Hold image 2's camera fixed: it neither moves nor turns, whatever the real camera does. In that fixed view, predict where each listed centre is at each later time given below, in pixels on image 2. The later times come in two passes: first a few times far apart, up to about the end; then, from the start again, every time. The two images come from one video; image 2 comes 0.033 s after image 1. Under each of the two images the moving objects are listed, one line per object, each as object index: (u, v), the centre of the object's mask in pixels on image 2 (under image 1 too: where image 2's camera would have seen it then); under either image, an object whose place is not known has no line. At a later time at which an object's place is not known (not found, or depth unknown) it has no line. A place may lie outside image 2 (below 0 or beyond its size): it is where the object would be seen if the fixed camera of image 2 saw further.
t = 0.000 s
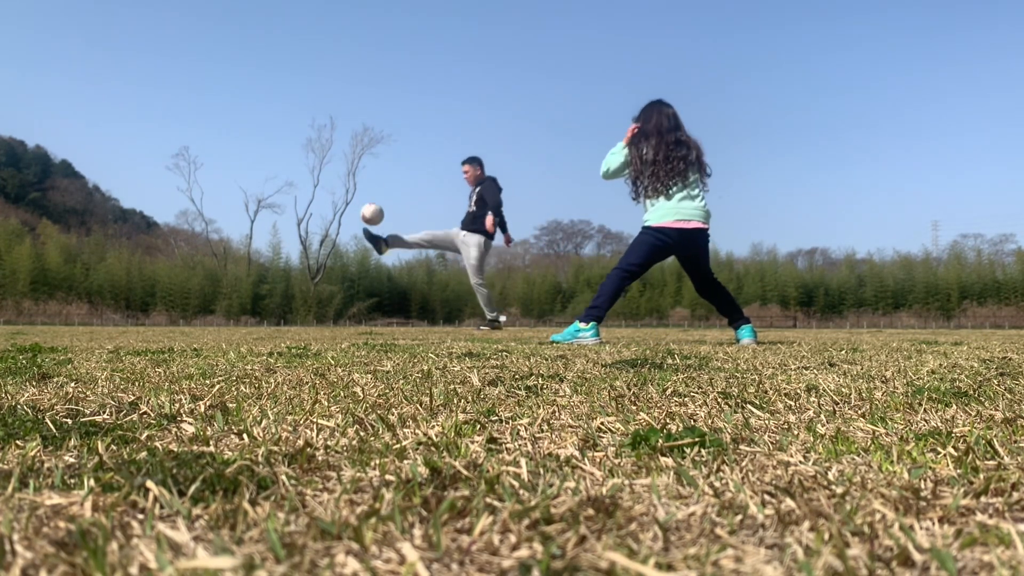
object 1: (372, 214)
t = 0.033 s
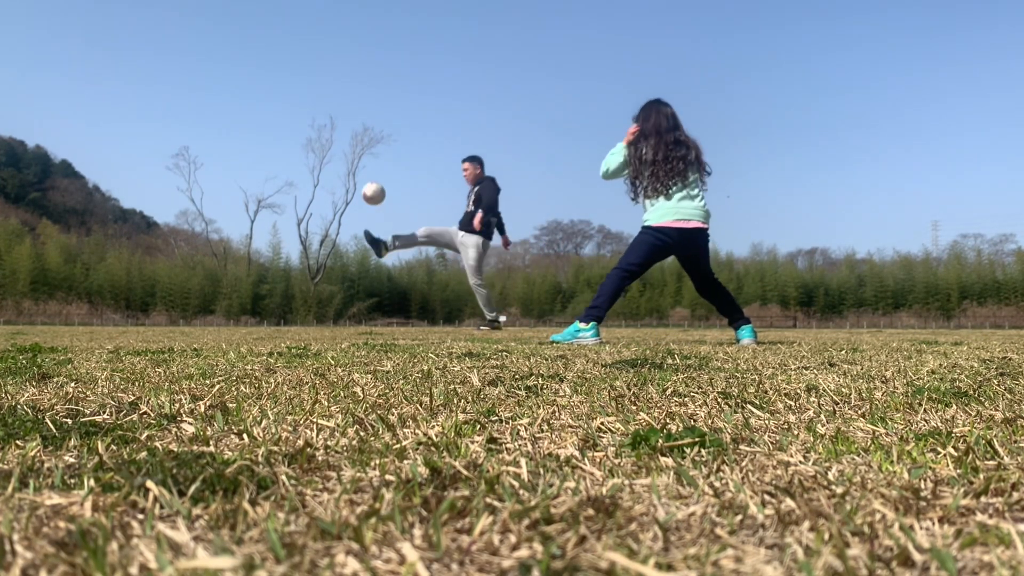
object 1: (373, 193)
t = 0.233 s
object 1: (382, 93)
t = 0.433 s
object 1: (390, 37)
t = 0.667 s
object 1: (399, 29)
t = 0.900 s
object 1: (409, 86)
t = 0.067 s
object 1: (375, 174)
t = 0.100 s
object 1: (376, 155)
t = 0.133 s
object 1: (378, 138)
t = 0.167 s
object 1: (379, 122)
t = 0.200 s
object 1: (380, 107)
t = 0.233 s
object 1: (382, 93)
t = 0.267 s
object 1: (383, 81)
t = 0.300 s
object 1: (384, 69)
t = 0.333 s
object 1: (385, 60)
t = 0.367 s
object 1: (387, 51)
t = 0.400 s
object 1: (388, 43)
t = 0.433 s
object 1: (390, 37)
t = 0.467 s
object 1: (391, 32)
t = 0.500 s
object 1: (392, 29)
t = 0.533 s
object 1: (394, 26)
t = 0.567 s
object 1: (395, 25)
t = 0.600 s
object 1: (397, 25)
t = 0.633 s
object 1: (398, 27)
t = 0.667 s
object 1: (399, 29)
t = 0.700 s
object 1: (401, 33)
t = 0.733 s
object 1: (402, 39)
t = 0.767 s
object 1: (403, 45)
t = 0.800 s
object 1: (405, 54)
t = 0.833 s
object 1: (406, 63)
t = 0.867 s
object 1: (407, 74)
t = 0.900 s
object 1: (409, 86)
